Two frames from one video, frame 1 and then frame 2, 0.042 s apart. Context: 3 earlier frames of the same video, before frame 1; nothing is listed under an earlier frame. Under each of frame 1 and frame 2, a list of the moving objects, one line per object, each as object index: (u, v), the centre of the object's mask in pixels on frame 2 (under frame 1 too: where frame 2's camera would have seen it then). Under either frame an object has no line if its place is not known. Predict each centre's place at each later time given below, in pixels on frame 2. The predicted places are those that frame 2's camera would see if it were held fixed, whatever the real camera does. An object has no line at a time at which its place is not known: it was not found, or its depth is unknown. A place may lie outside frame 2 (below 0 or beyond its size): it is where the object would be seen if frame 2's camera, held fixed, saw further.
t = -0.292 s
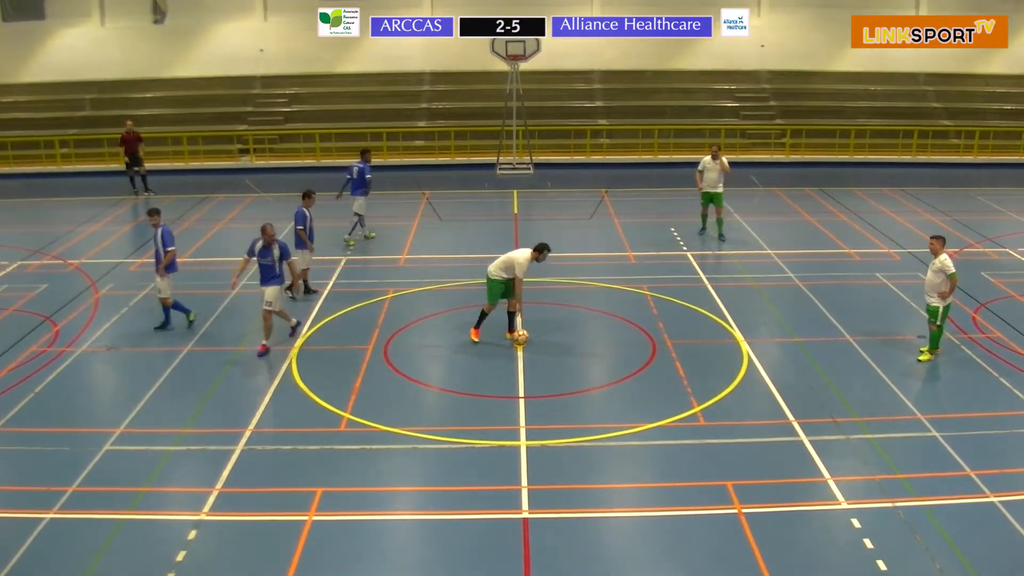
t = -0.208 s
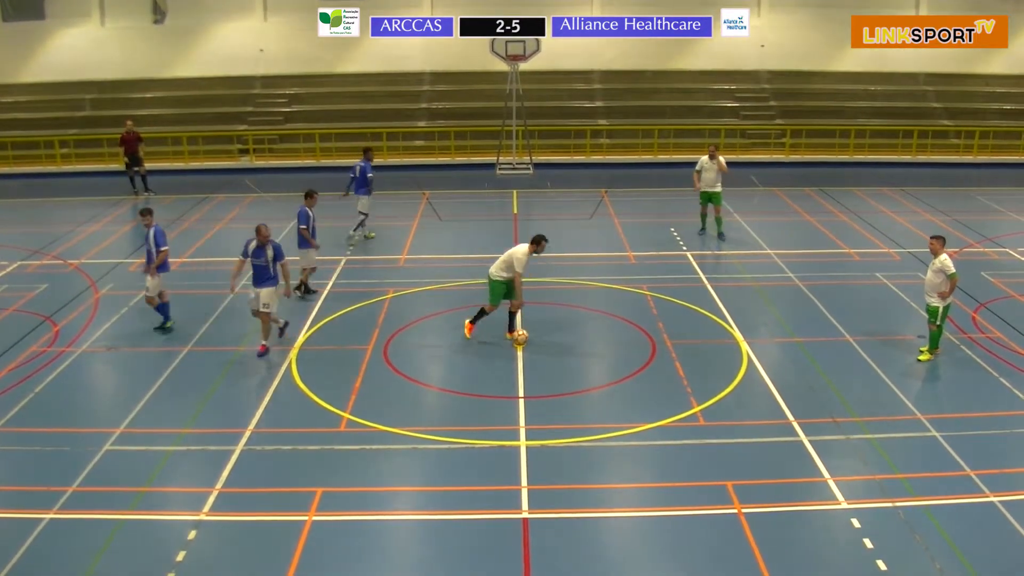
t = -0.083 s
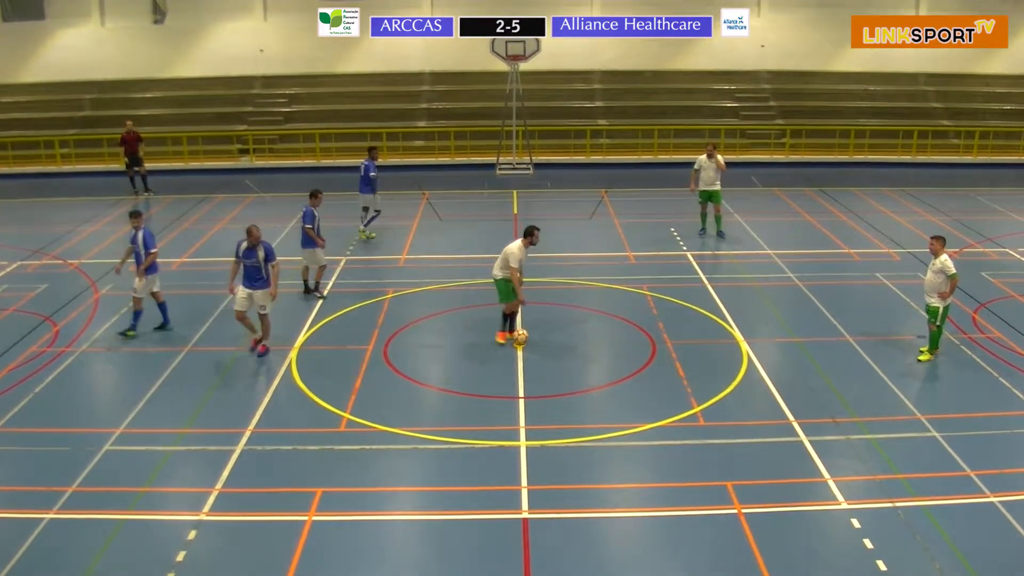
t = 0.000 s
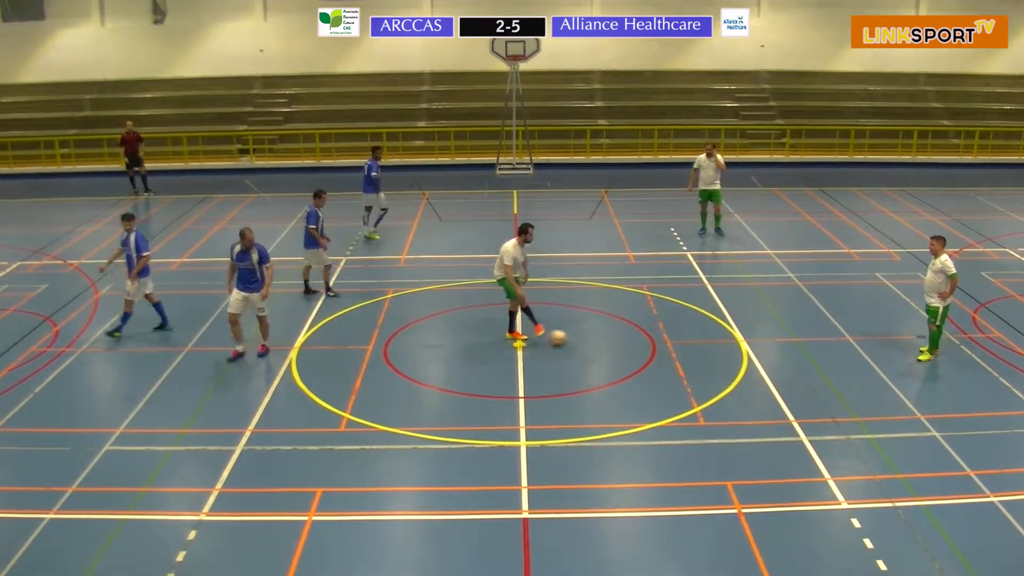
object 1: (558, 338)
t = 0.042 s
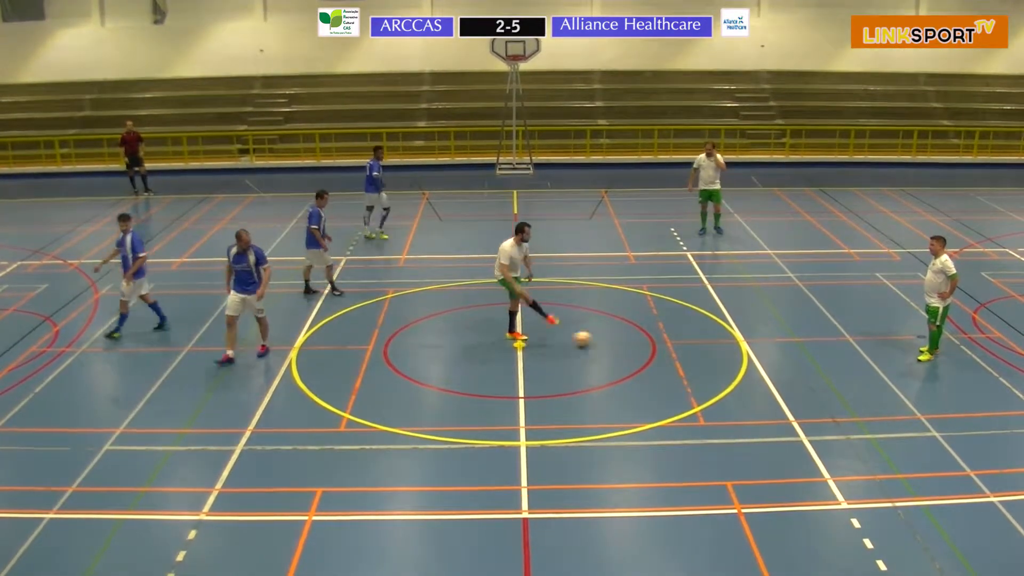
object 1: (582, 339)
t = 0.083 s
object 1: (605, 340)
